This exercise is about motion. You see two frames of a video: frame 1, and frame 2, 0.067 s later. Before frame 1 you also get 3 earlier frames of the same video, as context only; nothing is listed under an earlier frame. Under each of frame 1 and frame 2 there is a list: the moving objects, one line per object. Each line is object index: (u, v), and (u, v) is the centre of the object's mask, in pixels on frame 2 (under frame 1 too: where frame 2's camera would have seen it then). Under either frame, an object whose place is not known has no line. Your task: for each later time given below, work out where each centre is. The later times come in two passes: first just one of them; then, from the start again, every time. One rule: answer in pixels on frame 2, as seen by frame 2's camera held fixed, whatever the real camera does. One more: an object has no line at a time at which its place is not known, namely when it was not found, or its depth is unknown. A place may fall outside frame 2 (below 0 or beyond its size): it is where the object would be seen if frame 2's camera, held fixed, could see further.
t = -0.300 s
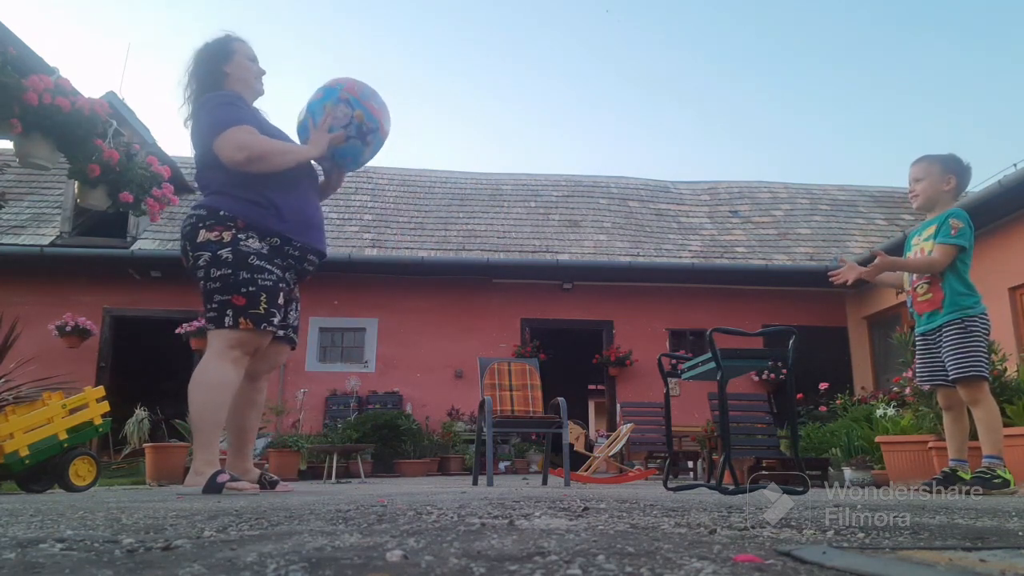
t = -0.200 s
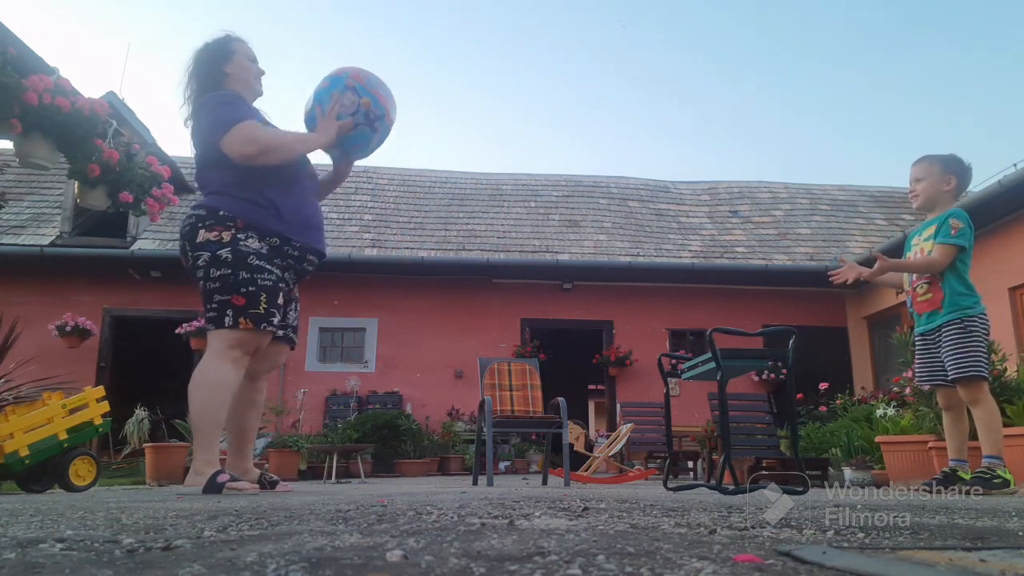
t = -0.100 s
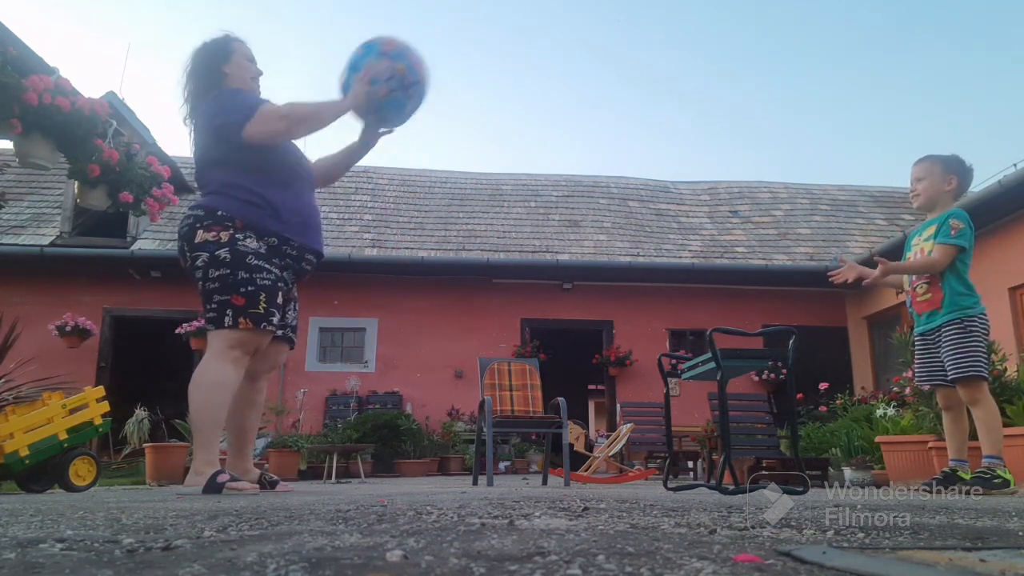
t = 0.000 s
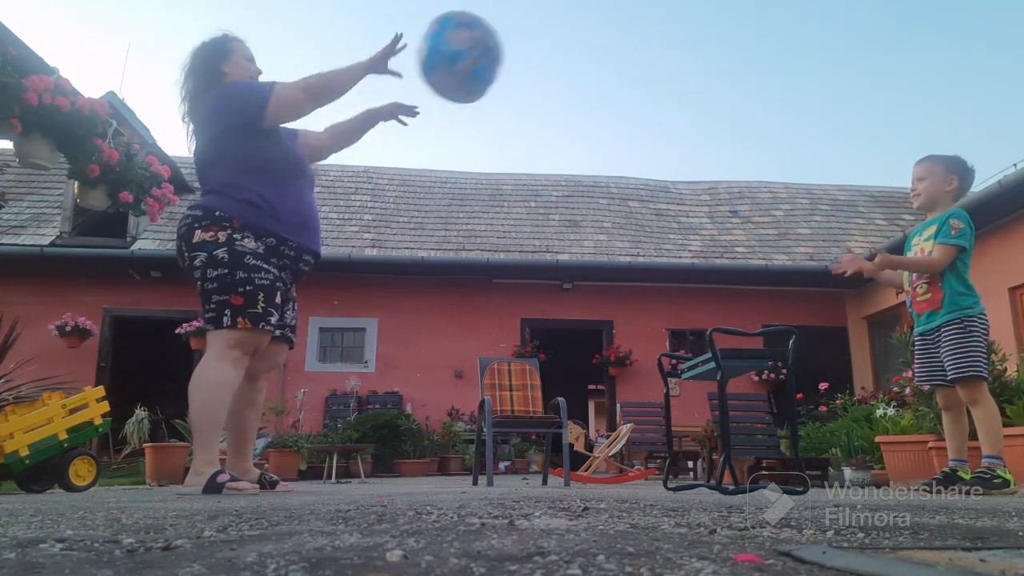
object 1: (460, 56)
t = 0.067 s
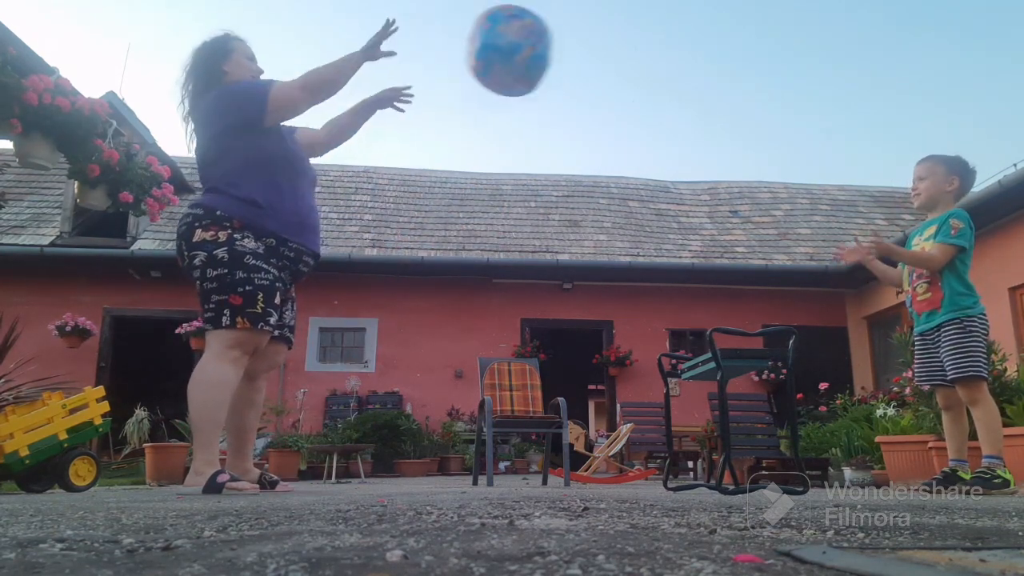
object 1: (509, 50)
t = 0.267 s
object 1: (647, 82)
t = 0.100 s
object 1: (533, 50)
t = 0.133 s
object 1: (556, 52)
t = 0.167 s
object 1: (580, 56)
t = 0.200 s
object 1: (603, 62)
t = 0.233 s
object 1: (625, 71)
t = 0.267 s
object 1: (647, 82)
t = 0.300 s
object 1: (667, 96)
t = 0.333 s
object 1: (688, 112)
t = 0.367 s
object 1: (707, 131)
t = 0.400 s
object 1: (726, 152)
